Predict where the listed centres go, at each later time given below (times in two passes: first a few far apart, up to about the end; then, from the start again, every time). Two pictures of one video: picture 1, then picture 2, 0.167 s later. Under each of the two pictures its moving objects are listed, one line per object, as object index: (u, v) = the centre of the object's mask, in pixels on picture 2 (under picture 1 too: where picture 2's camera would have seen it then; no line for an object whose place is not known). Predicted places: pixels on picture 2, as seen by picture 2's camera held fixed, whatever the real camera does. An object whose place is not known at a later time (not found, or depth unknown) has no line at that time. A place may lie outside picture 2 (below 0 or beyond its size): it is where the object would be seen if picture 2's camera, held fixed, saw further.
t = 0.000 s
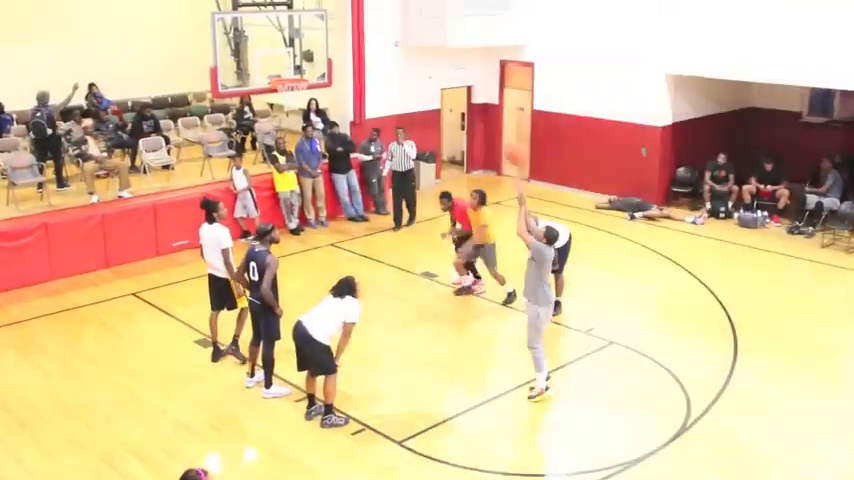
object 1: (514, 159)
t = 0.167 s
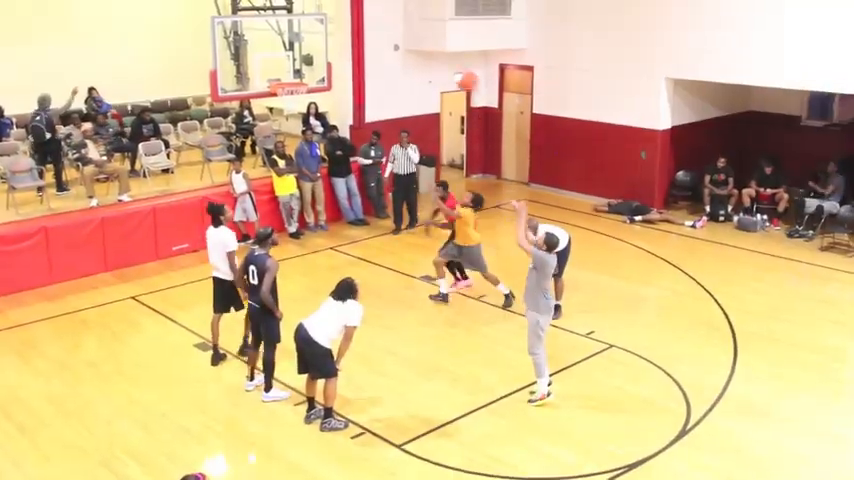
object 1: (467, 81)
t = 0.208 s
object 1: (455, 64)
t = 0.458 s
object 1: (390, 14)
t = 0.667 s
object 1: (344, 14)
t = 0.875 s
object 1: (303, 46)
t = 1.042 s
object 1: (282, 61)
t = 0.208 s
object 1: (455, 64)
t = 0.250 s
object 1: (443, 53)
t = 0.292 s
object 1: (432, 41)
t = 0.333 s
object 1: (422, 32)
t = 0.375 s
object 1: (411, 24)
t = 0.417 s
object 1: (401, 18)
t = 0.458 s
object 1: (390, 14)
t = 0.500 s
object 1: (380, 11)
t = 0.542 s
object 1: (370, 10)
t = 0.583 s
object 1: (361, 10)
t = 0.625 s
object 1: (353, 11)
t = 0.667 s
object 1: (344, 14)
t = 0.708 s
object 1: (335, 18)
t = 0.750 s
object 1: (327, 24)
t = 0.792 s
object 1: (318, 30)
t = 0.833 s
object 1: (310, 38)
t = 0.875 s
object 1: (303, 46)
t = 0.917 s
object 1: (296, 57)
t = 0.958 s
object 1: (289, 68)
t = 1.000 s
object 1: (283, 73)
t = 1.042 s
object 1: (282, 61)
